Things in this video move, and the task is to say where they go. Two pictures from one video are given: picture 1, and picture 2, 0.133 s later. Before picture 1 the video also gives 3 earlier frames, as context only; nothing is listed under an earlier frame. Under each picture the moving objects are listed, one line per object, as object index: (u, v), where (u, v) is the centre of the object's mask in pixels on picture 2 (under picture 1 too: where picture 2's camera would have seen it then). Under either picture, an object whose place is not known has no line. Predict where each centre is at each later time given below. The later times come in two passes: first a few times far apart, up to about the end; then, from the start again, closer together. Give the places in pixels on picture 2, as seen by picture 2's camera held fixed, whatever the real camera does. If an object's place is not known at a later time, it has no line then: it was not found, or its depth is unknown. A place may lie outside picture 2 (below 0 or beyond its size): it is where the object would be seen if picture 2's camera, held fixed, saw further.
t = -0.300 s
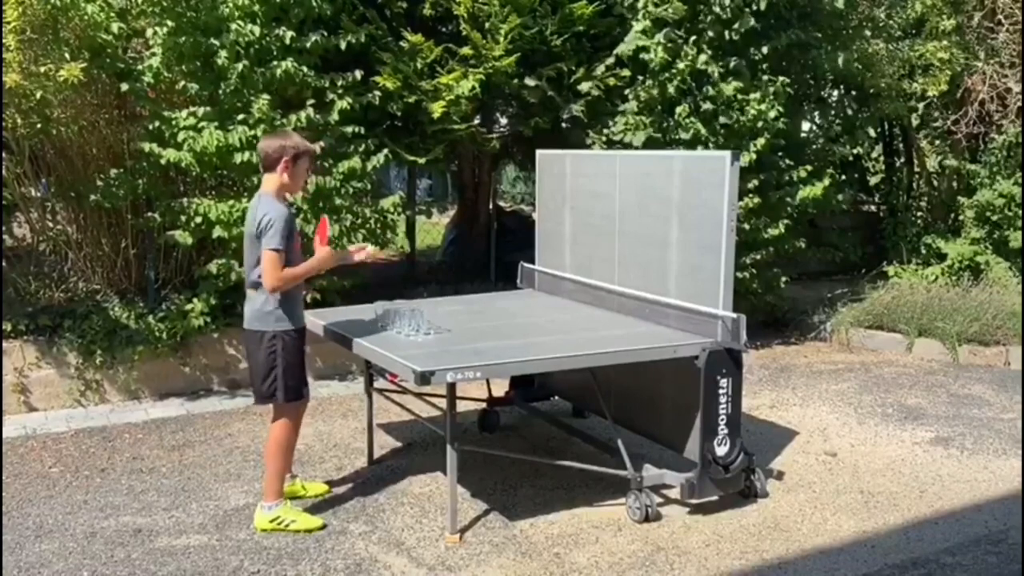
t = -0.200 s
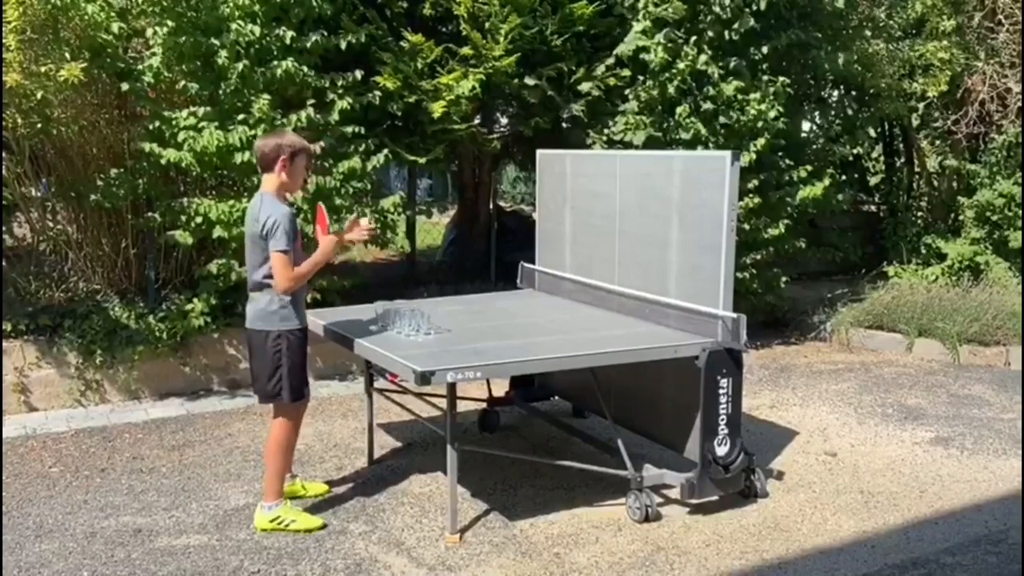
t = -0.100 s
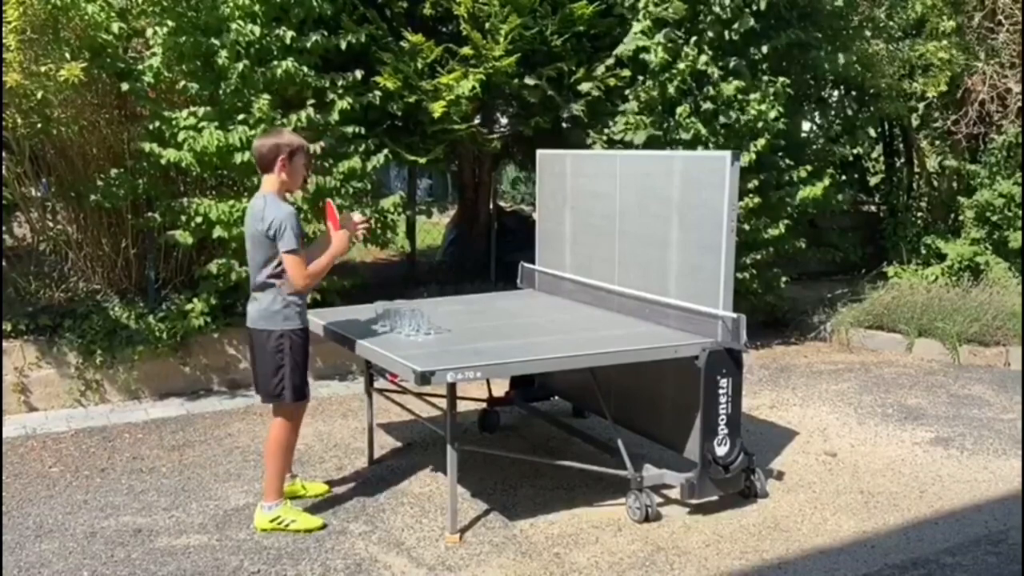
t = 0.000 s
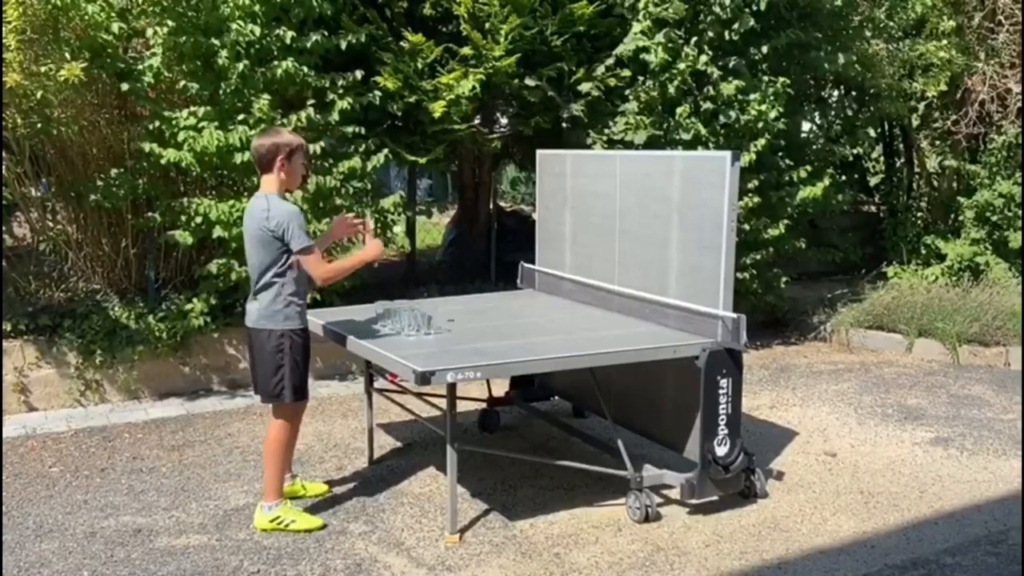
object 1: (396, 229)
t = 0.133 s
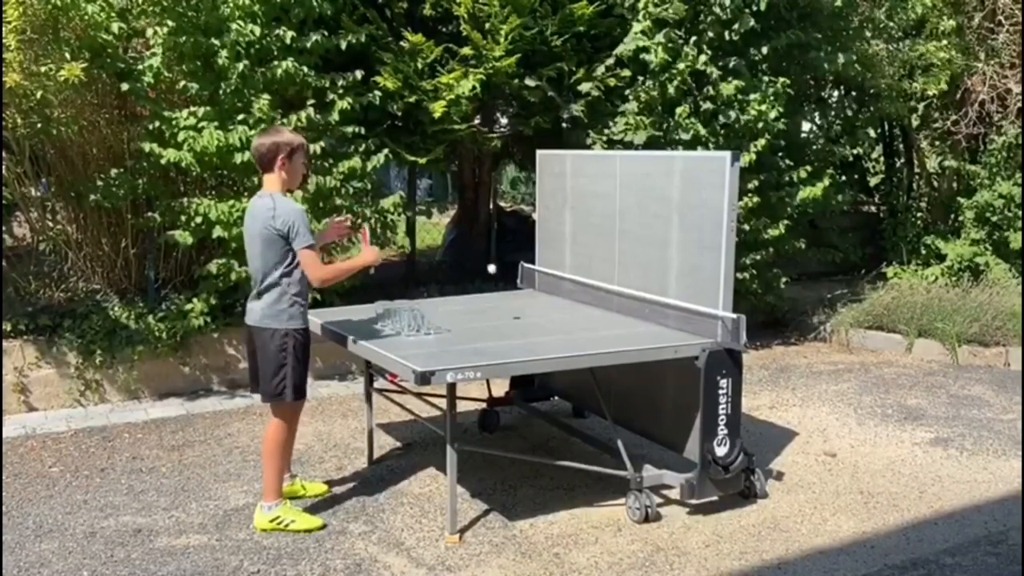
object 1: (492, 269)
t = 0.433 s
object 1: (618, 250)
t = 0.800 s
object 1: (513, 306)
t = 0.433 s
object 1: (618, 250)
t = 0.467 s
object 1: (608, 247)
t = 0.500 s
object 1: (598, 245)
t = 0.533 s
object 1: (588, 246)
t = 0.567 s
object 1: (579, 250)
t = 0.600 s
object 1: (569, 255)
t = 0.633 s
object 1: (559, 263)
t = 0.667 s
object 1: (548, 273)
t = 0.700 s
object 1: (538, 285)
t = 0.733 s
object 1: (528, 298)
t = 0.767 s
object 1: (518, 316)
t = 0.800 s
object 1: (513, 306)
